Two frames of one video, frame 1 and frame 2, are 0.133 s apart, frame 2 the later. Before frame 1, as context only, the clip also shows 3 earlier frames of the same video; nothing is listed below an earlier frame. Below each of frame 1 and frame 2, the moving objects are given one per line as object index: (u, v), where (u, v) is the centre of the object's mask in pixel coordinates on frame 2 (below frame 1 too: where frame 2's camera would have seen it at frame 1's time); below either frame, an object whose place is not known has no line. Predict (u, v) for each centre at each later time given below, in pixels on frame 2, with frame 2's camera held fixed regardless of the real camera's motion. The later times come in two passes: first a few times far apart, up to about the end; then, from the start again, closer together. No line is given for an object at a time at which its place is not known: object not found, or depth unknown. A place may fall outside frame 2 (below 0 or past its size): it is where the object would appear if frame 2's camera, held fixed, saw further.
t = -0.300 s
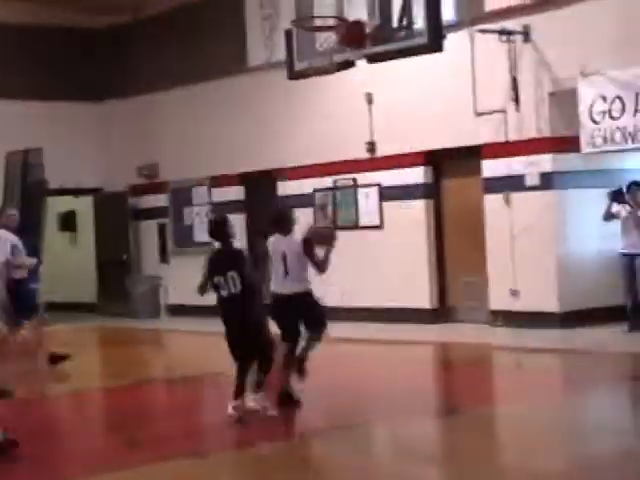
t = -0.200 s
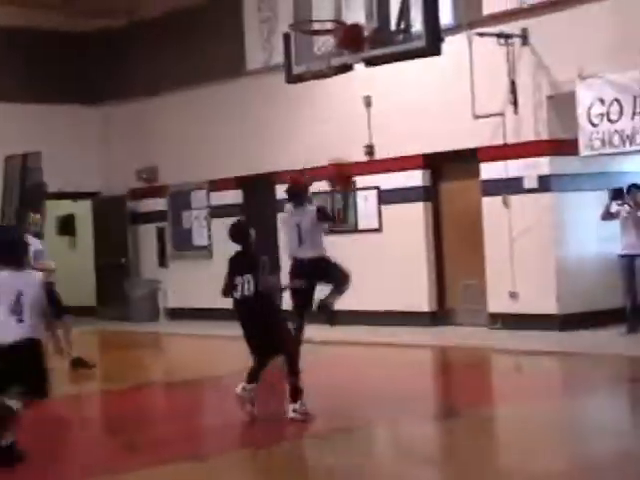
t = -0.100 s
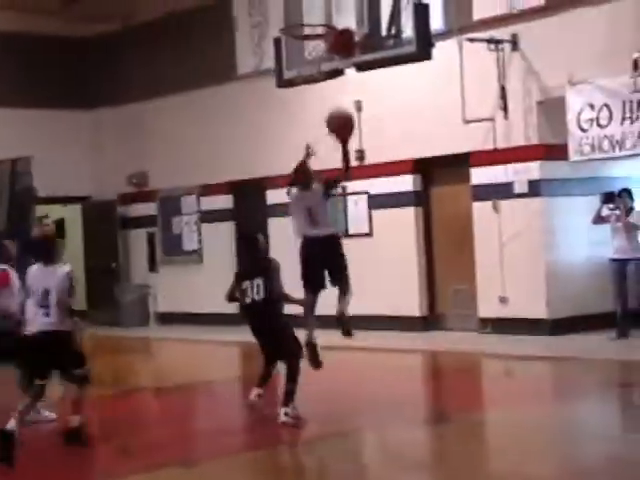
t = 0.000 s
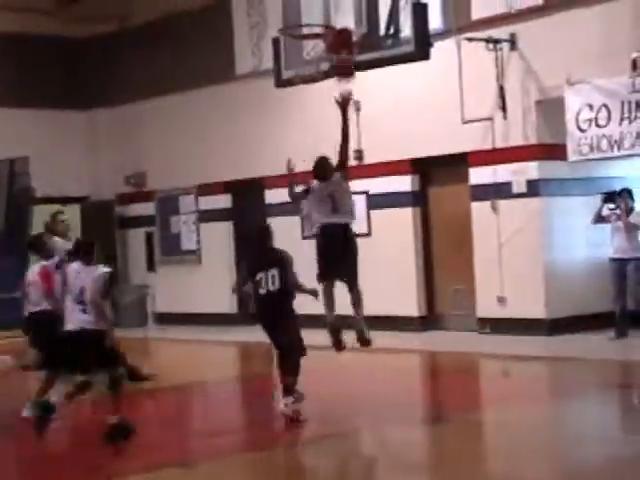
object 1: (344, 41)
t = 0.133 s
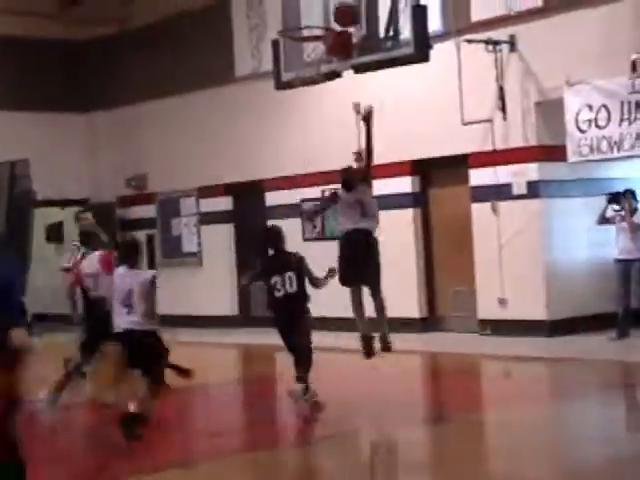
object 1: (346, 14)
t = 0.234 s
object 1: (350, -1)
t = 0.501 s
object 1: (324, -3)
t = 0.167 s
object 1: (348, 7)
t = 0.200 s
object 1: (349, 3)
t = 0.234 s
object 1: (350, -1)
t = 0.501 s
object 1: (324, -3)
